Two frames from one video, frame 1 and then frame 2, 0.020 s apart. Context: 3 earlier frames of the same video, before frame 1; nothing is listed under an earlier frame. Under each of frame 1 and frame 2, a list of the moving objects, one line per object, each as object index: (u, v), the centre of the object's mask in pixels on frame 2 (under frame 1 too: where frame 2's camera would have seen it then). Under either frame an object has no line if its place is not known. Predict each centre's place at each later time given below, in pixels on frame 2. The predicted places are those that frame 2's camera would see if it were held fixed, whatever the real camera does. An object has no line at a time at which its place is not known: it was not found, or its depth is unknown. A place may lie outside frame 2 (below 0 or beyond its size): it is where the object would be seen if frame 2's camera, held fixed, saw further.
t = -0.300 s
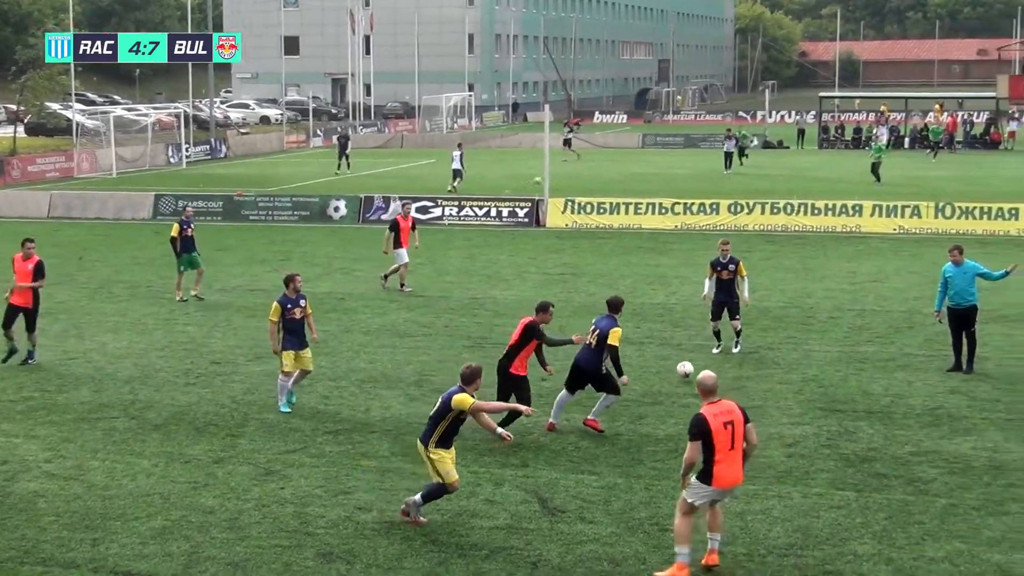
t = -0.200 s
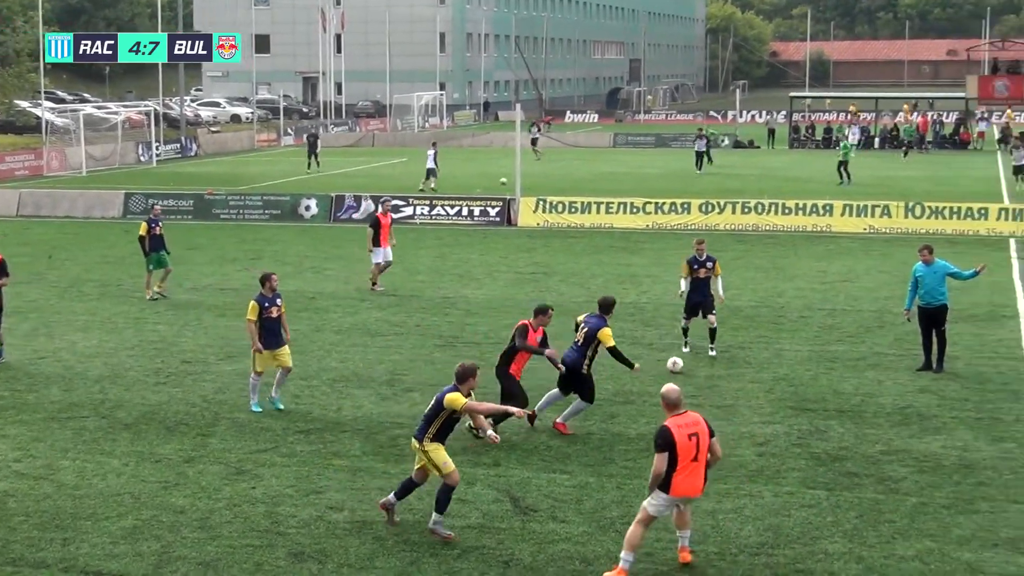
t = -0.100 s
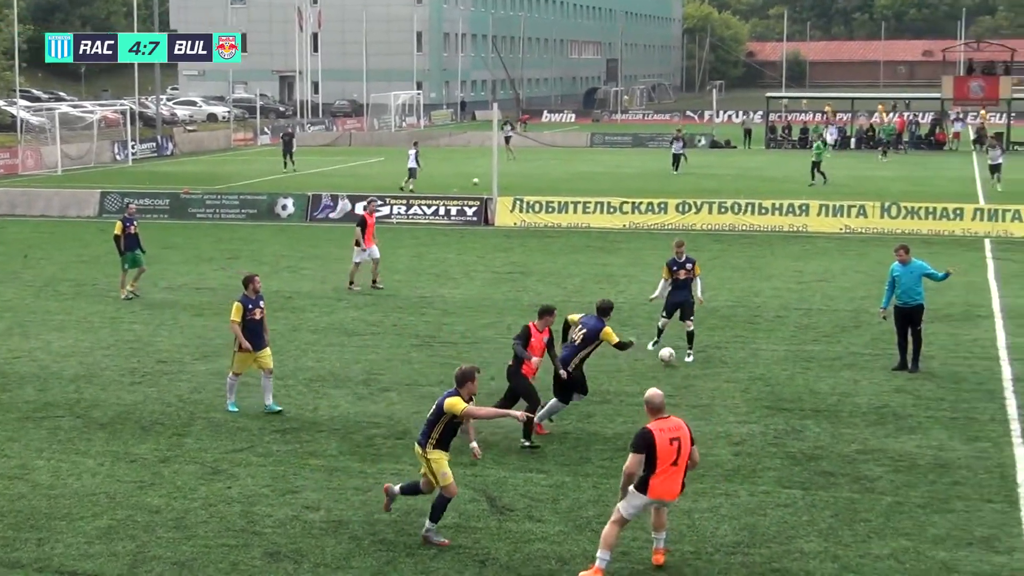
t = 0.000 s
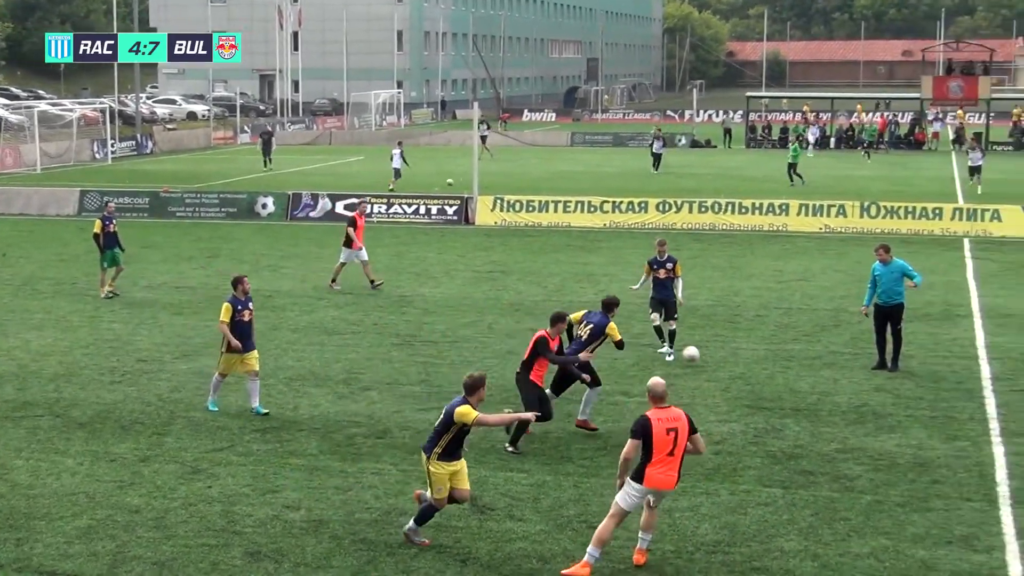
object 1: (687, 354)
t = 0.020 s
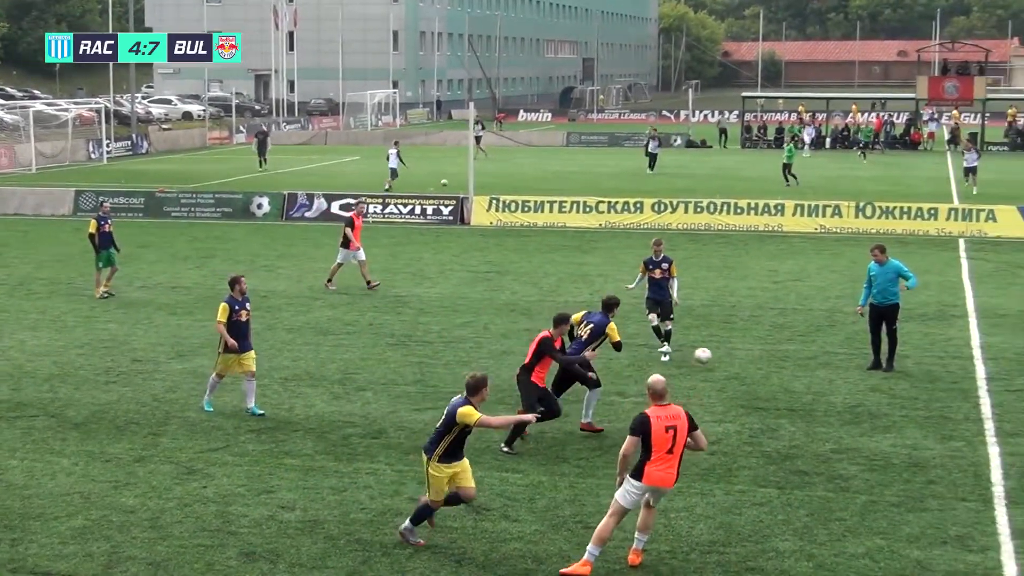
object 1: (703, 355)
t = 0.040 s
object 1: (720, 357)
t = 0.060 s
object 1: (736, 360)
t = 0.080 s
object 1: (754, 362)
